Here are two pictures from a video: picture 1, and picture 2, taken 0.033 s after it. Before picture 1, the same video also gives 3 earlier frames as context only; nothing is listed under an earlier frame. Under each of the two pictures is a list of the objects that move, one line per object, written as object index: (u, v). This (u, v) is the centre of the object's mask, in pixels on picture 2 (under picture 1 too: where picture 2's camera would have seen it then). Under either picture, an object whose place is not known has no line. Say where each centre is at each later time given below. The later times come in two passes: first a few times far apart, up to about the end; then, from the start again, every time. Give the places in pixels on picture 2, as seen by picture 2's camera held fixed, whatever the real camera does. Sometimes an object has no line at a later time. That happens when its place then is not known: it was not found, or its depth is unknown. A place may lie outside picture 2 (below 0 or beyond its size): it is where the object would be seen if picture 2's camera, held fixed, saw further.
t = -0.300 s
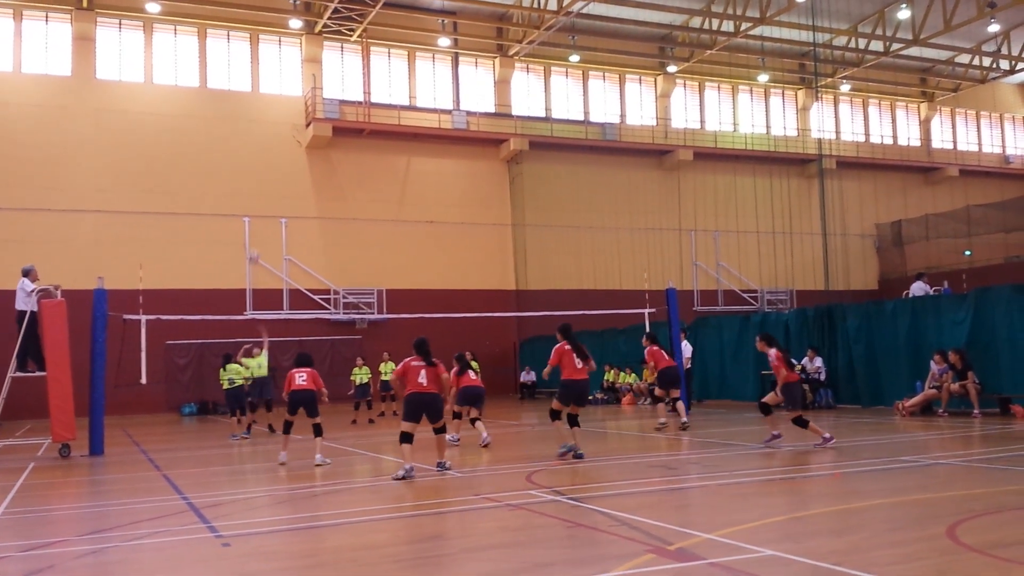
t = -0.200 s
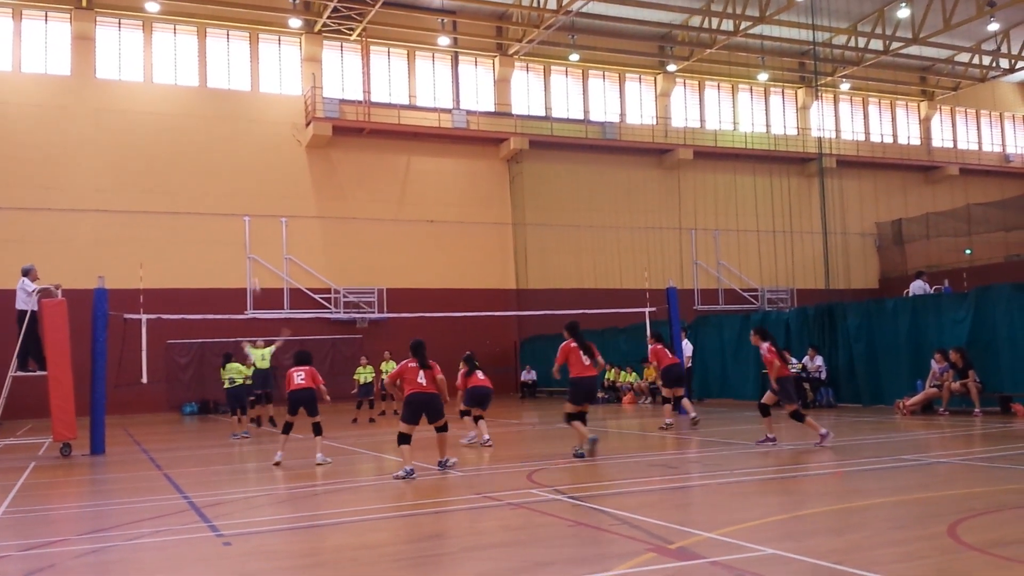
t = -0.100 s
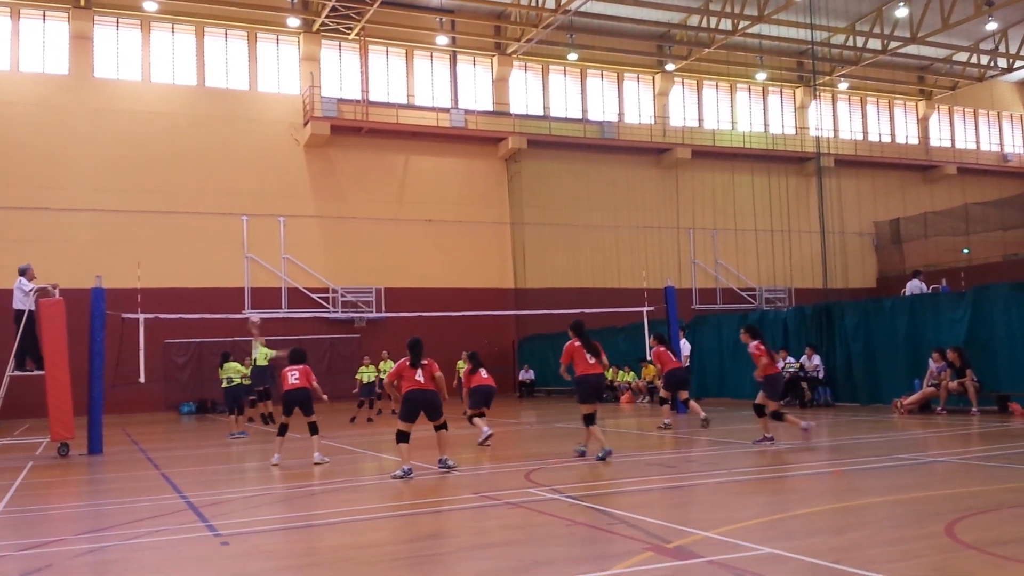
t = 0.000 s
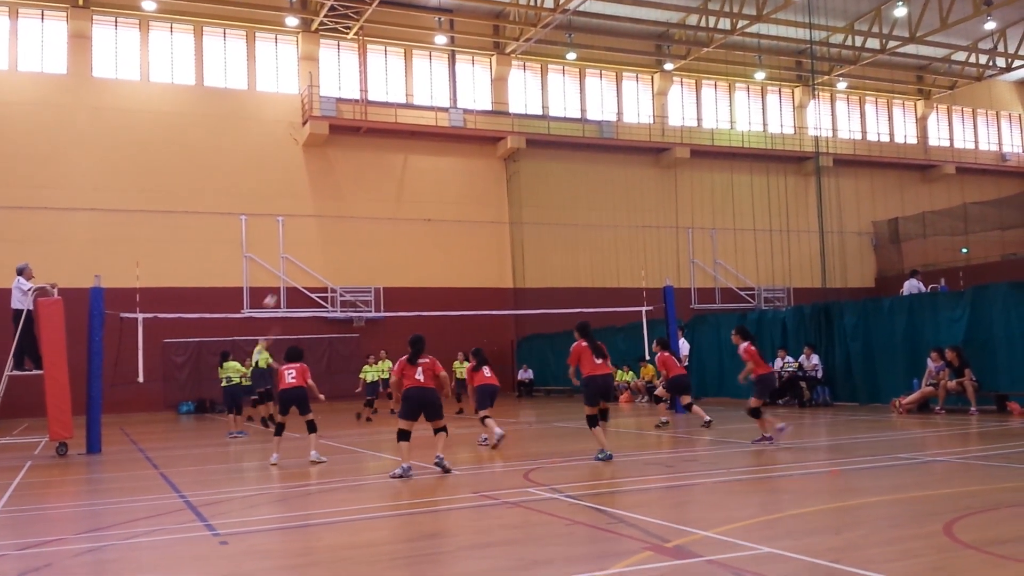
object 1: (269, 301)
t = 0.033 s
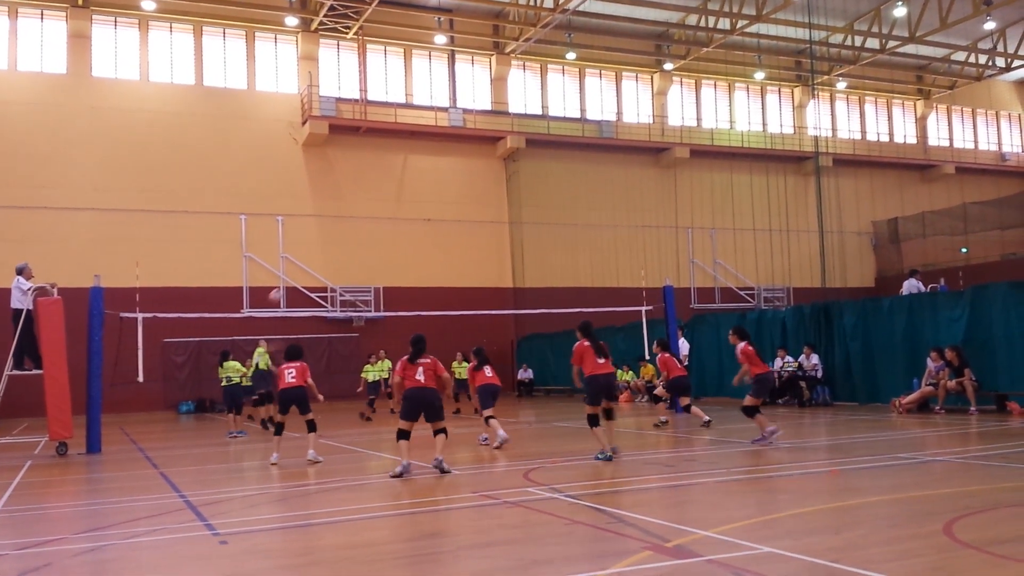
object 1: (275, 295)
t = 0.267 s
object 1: (324, 268)
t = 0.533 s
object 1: (390, 274)
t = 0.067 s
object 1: (282, 290)
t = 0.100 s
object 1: (289, 285)
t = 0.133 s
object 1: (295, 279)
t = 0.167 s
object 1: (301, 275)
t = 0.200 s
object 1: (308, 273)
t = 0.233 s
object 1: (315, 270)
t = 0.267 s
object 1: (324, 268)
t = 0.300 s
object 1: (332, 266)
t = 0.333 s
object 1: (339, 265)
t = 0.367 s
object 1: (346, 265)
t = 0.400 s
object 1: (354, 265)
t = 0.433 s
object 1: (362, 267)
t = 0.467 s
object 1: (371, 269)
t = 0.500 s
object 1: (381, 271)
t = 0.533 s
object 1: (390, 274)
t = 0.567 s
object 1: (399, 278)
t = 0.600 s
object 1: (409, 285)
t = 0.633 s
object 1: (419, 291)
